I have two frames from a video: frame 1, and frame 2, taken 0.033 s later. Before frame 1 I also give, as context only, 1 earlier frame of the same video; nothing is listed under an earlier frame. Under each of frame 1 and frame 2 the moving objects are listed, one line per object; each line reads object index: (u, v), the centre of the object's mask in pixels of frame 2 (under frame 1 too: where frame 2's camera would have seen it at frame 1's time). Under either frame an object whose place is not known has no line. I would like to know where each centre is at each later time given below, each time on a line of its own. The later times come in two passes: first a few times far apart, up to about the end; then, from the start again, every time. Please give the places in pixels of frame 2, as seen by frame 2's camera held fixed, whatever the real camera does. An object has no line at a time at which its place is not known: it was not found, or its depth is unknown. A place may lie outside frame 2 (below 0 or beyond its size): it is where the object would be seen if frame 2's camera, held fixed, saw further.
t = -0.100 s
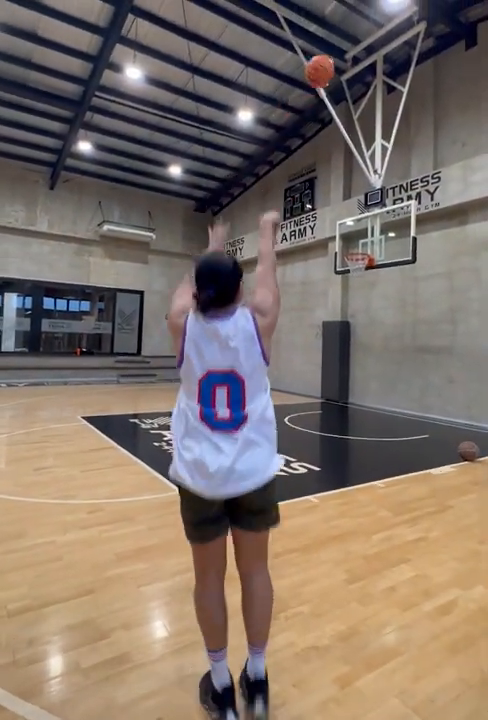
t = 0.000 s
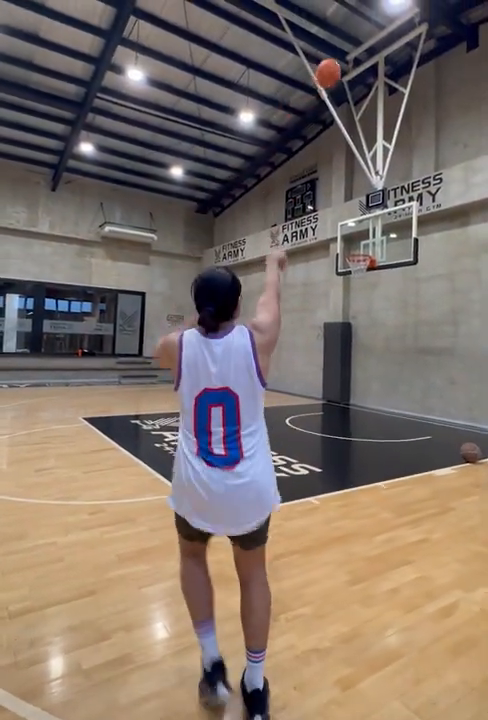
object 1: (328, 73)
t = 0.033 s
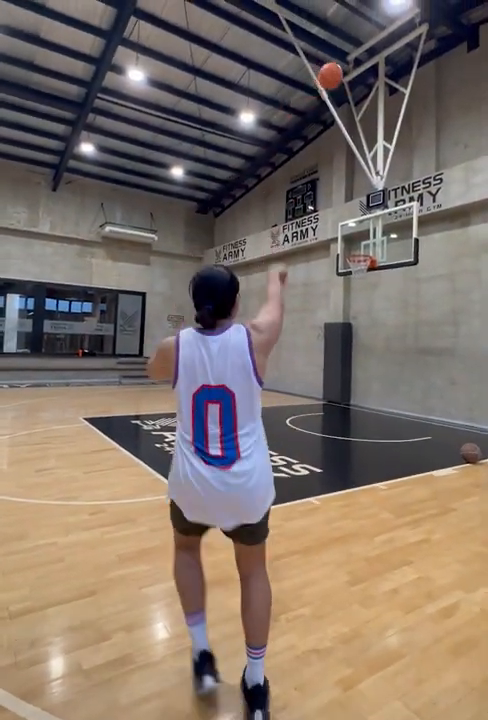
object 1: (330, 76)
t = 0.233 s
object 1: (339, 102)
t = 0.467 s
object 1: (345, 154)
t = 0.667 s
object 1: (349, 210)
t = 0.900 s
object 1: (353, 243)
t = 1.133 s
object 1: (351, 246)
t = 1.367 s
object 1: (332, 260)
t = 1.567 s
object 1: (316, 294)
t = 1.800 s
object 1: (297, 359)
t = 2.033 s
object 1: (282, 387)
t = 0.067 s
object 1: (331, 79)
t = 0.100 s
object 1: (333, 82)
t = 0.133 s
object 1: (335, 87)
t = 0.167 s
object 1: (336, 91)
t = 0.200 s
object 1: (337, 96)
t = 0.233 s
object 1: (339, 102)
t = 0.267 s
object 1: (340, 109)
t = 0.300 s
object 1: (341, 115)
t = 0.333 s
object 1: (342, 122)
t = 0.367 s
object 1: (342, 129)
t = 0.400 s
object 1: (343, 137)
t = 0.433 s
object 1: (344, 146)
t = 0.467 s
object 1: (345, 154)
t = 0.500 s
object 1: (346, 163)
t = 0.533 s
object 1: (346, 171)
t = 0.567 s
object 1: (347, 181)
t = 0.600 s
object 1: (348, 190)
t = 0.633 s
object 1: (349, 201)
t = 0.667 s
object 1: (349, 210)
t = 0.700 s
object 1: (349, 220)
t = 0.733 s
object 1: (350, 232)
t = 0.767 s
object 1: (350, 239)
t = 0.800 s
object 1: (350, 250)
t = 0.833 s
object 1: (351, 247)
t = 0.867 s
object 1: (351, 245)
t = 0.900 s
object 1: (353, 243)
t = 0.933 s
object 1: (353, 242)
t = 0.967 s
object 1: (353, 242)
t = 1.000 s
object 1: (353, 243)
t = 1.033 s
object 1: (353, 244)
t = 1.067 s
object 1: (354, 245)
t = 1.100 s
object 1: (354, 246)
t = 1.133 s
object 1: (351, 246)
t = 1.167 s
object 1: (349, 246)
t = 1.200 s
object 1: (345, 248)
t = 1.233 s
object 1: (344, 249)
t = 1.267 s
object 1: (341, 250)
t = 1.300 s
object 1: (338, 253)
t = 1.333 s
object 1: (335, 257)
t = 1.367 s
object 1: (332, 260)
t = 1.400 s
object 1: (329, 264)
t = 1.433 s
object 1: (327, 270)
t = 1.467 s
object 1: (324, 275)
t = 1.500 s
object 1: (321, 281)
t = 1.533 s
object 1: (319, 287)
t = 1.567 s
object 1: (316, 294)
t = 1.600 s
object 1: (314, 302)
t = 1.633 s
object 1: (311, 309)
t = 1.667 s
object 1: (307, 318)
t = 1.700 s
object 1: (305, 328)
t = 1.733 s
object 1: (302, 338)
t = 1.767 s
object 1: (300, 348)
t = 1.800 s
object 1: (297, 359)
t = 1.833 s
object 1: (294, 370)
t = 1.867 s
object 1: (291, 382)
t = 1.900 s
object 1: (288, 395)
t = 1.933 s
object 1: (285, 409)
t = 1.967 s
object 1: (283, 409)
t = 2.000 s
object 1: (282, 397)
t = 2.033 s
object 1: (282, 387)
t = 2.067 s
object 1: (280, 379)
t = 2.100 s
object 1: (279, 370)
